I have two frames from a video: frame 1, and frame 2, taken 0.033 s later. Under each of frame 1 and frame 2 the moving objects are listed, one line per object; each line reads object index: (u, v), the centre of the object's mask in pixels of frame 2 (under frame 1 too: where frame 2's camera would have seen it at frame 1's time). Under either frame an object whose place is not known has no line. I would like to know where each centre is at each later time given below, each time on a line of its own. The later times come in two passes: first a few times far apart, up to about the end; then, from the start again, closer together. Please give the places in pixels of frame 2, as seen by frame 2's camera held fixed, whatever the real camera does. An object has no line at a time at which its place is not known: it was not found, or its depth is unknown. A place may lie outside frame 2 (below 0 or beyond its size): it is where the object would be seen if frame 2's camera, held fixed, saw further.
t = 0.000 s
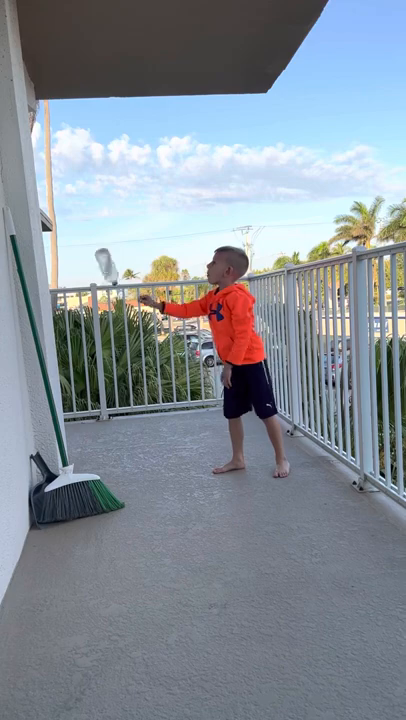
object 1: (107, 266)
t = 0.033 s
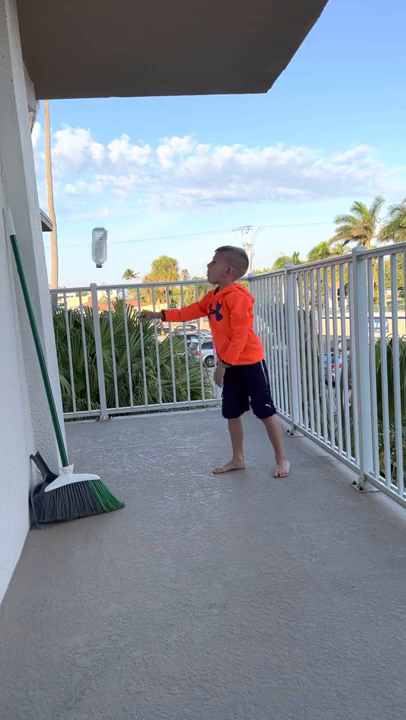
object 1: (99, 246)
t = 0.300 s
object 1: (55, 170)
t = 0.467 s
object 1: (41, 202)
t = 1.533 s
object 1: (146, 460)
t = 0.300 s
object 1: (55, 170)
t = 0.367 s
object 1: (48, 176)
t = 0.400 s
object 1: (45, 183)
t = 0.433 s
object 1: (42, 191)
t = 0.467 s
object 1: (41, 202)
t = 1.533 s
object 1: (146, 460)
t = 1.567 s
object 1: (148, 459)
